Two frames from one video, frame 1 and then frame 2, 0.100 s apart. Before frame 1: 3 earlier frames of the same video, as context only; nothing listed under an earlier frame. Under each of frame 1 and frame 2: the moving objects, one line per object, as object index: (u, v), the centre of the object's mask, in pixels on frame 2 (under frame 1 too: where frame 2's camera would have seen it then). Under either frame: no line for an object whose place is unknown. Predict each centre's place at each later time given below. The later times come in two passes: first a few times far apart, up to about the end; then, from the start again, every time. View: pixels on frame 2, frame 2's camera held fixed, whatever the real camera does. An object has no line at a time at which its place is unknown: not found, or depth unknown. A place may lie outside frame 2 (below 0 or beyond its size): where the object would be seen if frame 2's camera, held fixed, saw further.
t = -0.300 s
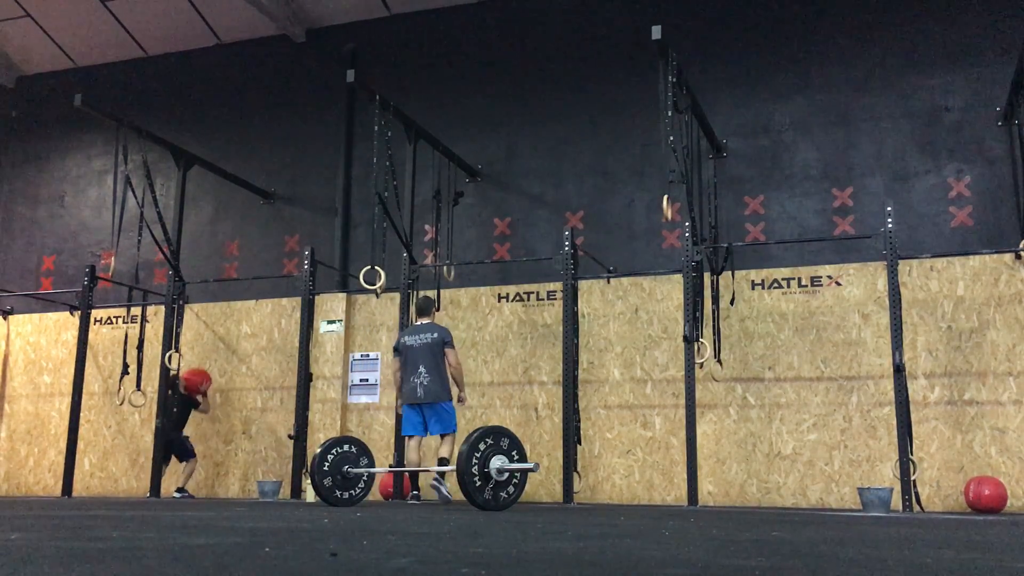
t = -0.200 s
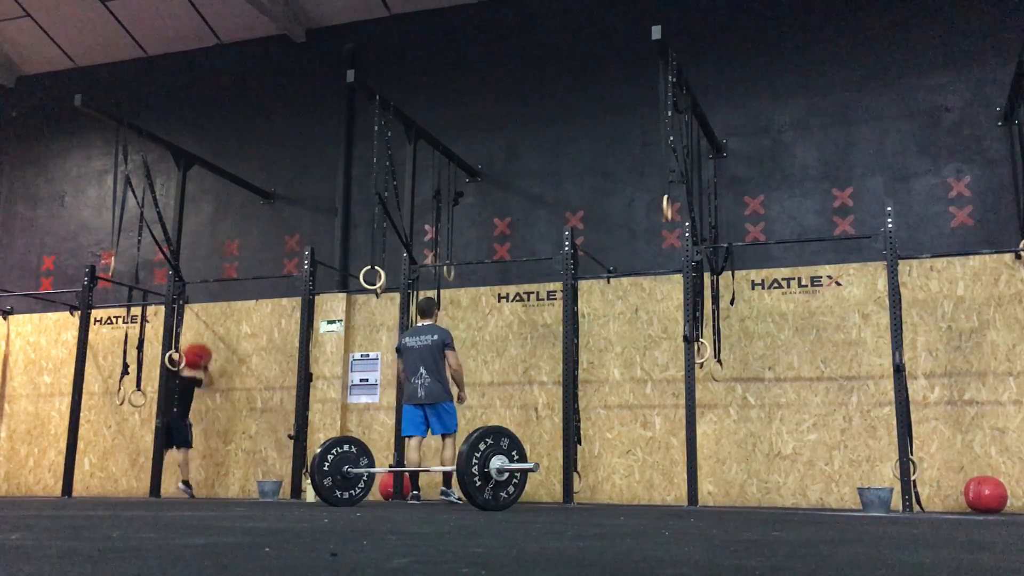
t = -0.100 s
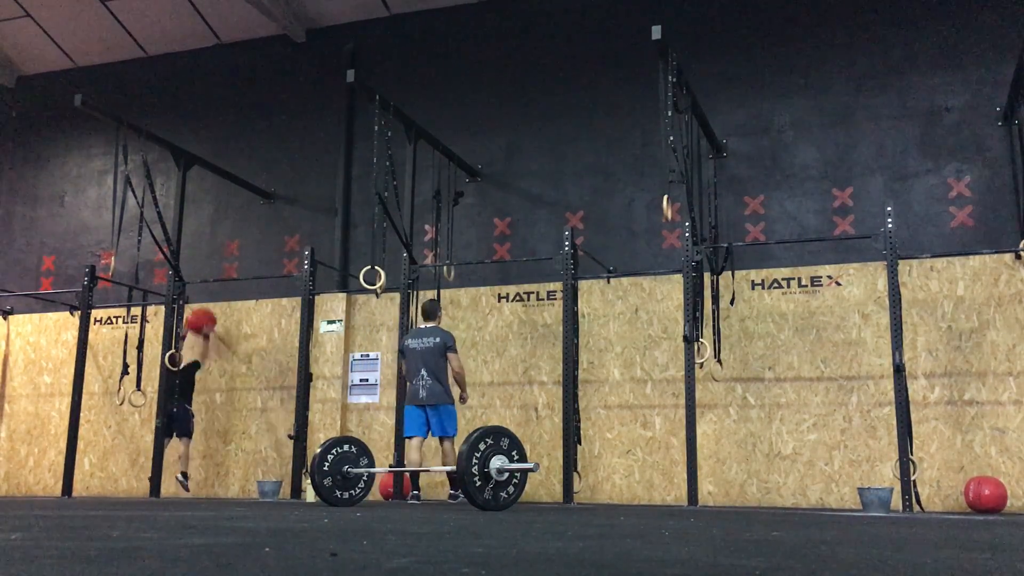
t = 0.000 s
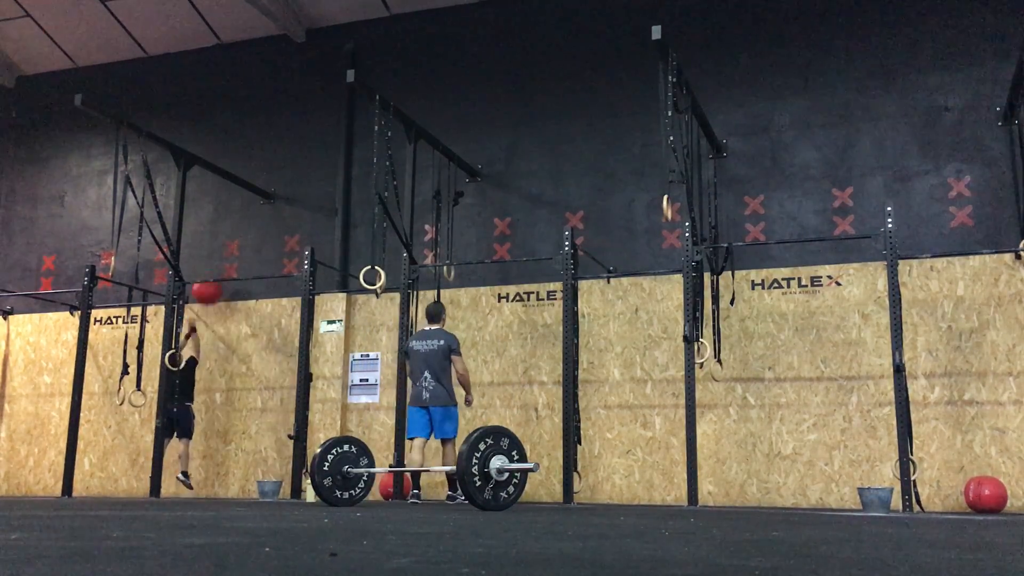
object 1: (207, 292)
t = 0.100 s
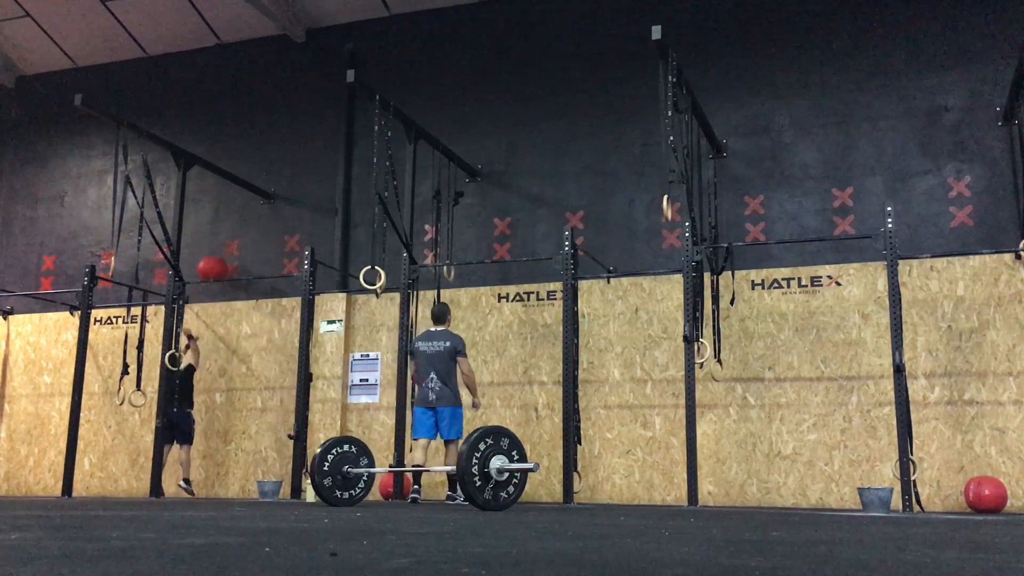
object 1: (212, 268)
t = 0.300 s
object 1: (222, 248)
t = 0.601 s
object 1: (221, 266)
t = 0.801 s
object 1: (216, 316)
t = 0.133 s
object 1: (214, 263)
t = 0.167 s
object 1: (216, 259)
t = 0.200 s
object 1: (218, 254)
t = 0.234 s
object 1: (219, 251)
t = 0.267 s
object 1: (221, 250)
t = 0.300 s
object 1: (222, 248)
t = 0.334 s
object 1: (223, 247)
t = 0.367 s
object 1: (224, 247)
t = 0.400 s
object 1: (225, 248)
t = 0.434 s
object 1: (225, 249)
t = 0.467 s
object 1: (225, 251)
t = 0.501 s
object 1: (224, 253)
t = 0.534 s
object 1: (223, 257)
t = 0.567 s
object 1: (222, 261)
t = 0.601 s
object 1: (221, 266)
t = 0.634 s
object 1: (220, 269)
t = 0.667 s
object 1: (220, 279)
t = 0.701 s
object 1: (219, 287)
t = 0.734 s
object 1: (218, 295)
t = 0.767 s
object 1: (217, 304)
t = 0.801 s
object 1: (216, 316)
